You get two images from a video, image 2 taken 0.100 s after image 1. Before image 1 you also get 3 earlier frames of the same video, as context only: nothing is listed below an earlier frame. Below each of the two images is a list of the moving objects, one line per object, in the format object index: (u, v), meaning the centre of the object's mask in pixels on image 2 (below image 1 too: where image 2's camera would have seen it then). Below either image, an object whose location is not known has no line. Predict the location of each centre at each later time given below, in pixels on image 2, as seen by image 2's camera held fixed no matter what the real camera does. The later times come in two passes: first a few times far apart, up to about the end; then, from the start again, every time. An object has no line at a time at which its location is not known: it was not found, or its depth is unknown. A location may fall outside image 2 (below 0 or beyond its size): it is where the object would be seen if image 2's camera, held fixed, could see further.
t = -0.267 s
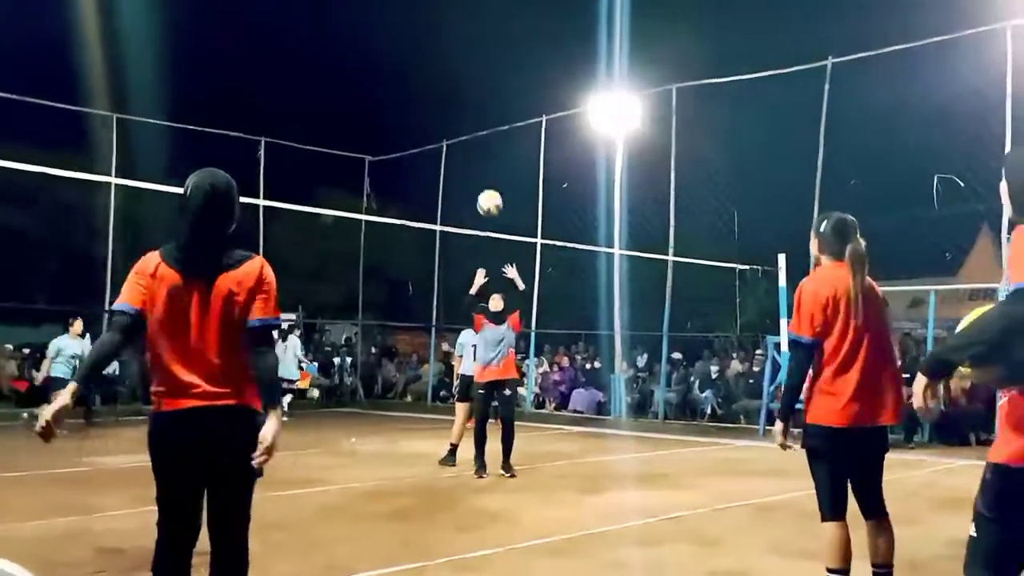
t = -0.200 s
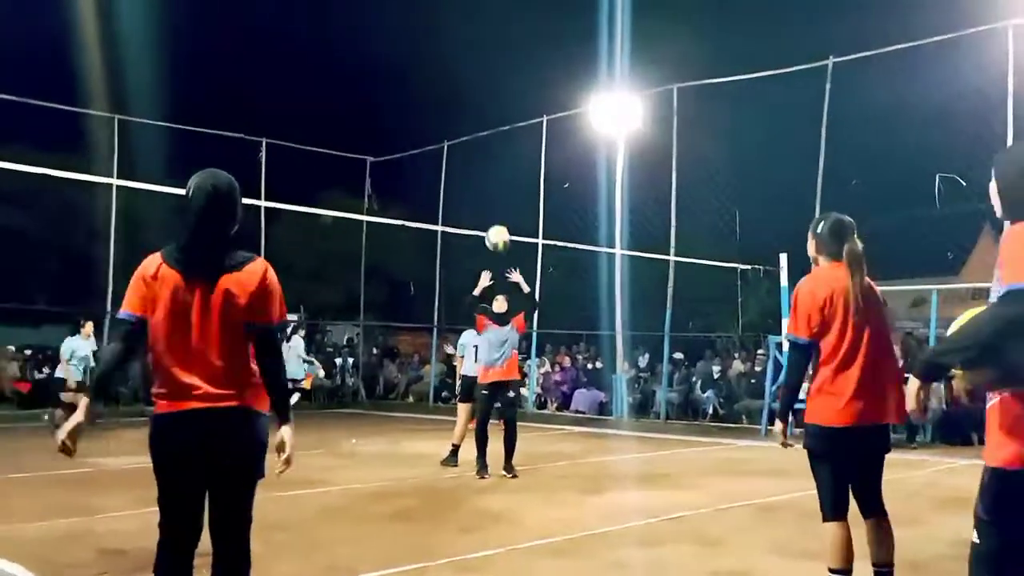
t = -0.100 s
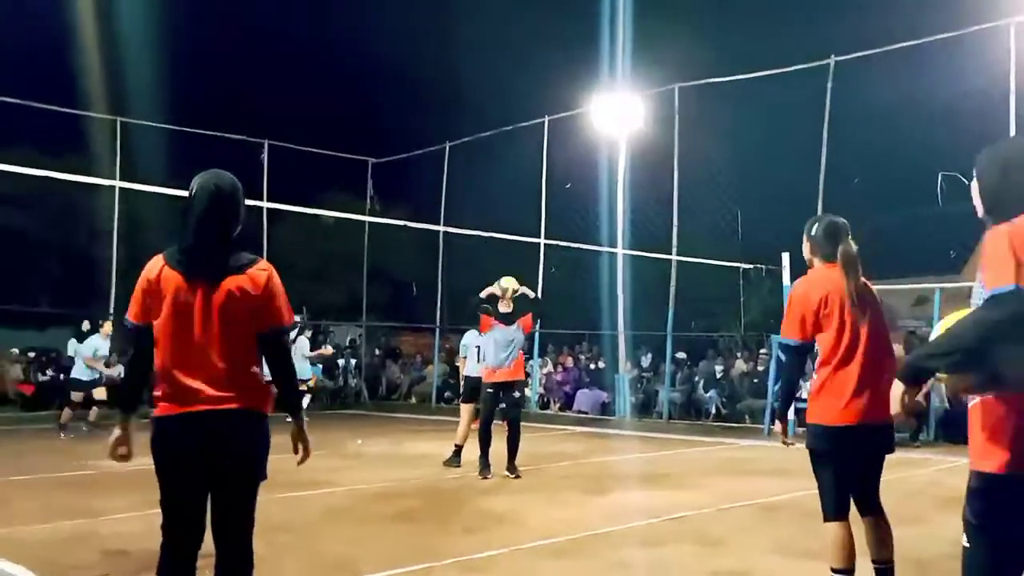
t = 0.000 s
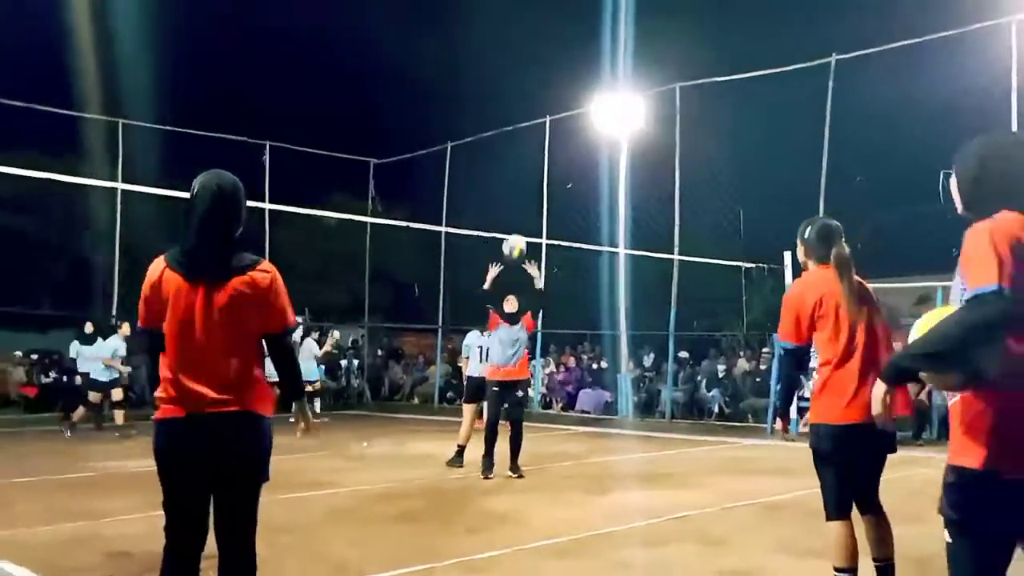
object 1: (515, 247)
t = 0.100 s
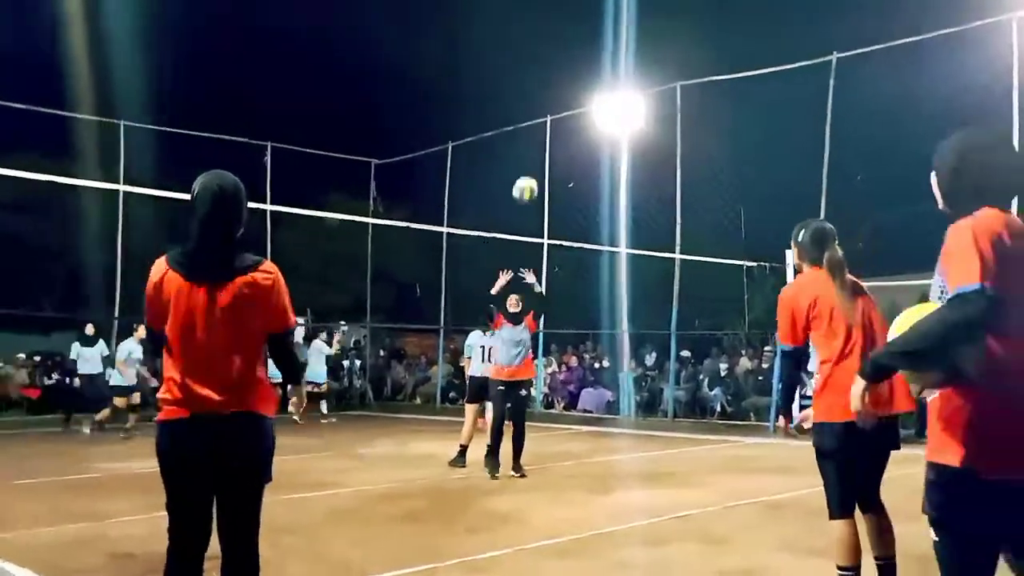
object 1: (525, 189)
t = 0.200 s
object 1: (535, 140)
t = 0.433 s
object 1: (562, 60)
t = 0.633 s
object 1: (591, 40)
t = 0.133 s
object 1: (528, 172)
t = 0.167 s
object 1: (531, 156)
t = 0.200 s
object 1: (535, 140)
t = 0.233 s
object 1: (538, 125)
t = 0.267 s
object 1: (542, 112)
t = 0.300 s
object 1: (546, 100)
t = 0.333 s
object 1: (550, 88)
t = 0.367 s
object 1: (554, 77)
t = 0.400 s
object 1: (558, 68)
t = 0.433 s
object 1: (562, 60)
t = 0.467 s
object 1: (566, 53)
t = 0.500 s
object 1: (571, 48)
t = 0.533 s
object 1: (575, 44)
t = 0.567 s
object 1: (580, 41)
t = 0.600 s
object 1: (585, 40)
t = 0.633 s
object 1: (591, 40)
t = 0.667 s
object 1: (596, 42)
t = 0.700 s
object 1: (602, 45)
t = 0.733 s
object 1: (608, 51)
